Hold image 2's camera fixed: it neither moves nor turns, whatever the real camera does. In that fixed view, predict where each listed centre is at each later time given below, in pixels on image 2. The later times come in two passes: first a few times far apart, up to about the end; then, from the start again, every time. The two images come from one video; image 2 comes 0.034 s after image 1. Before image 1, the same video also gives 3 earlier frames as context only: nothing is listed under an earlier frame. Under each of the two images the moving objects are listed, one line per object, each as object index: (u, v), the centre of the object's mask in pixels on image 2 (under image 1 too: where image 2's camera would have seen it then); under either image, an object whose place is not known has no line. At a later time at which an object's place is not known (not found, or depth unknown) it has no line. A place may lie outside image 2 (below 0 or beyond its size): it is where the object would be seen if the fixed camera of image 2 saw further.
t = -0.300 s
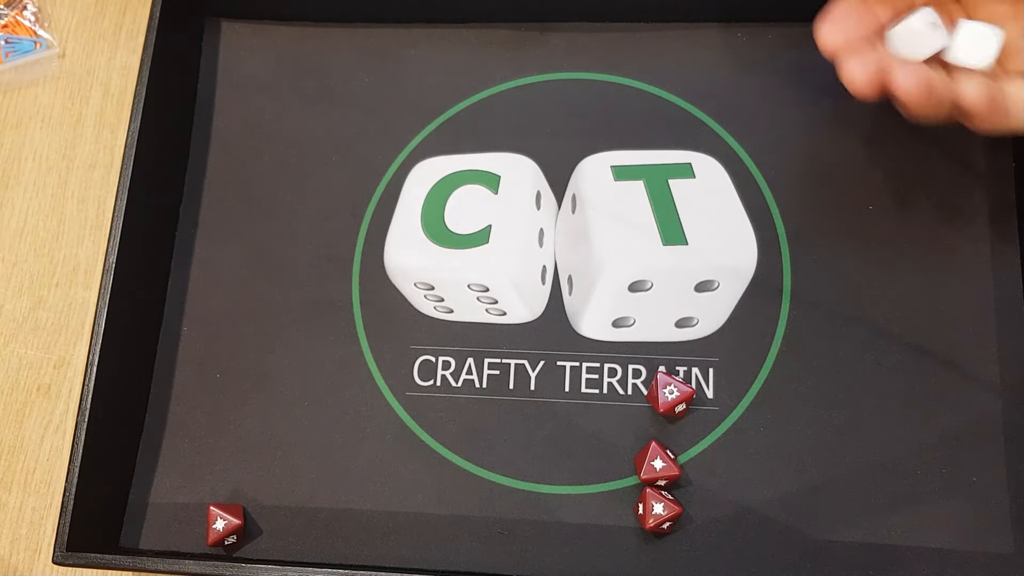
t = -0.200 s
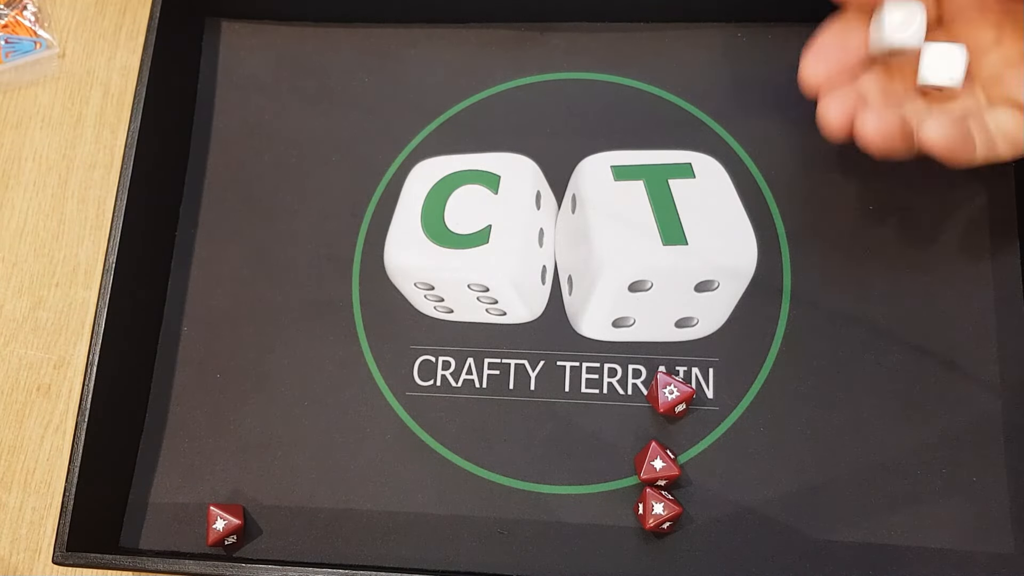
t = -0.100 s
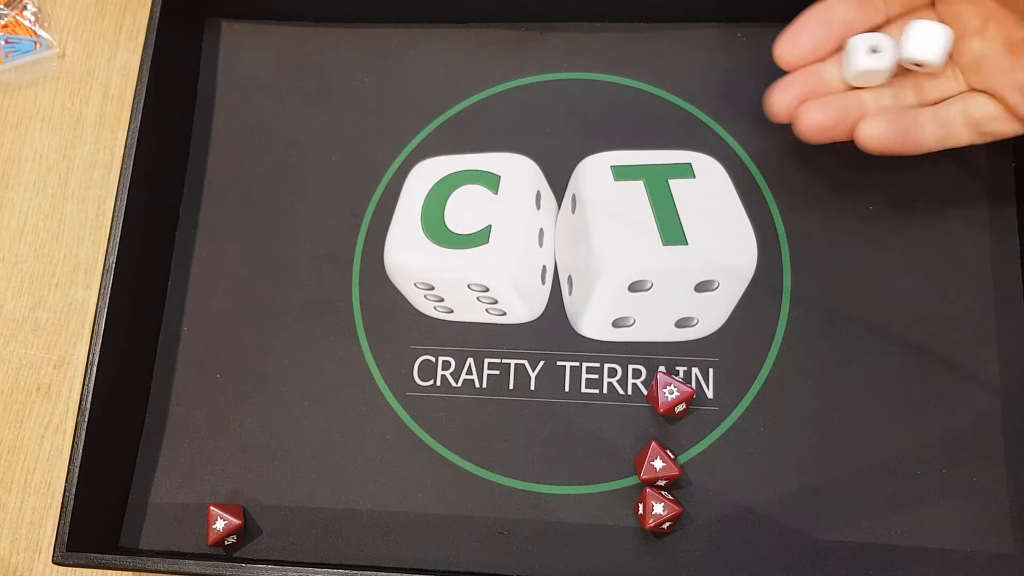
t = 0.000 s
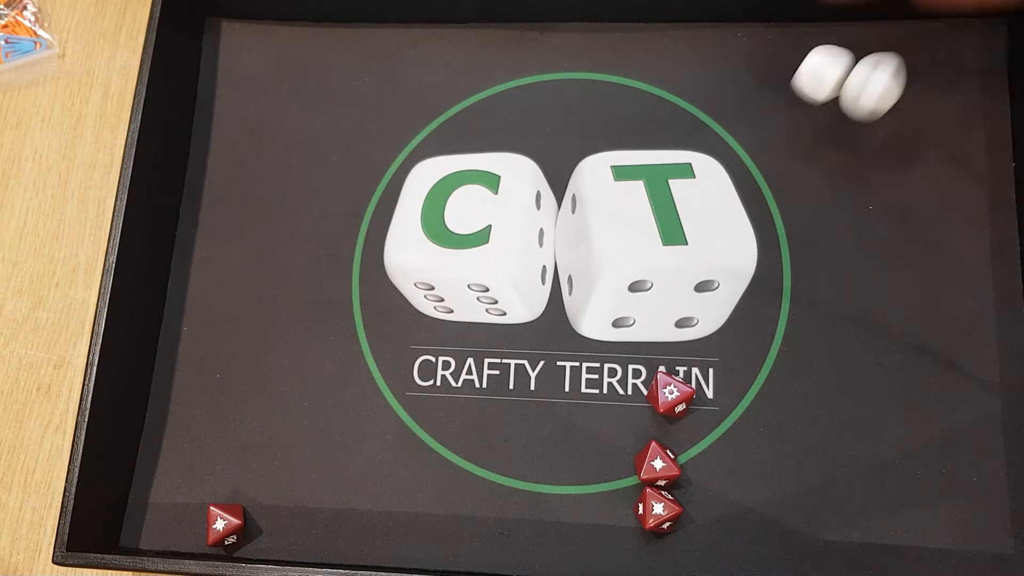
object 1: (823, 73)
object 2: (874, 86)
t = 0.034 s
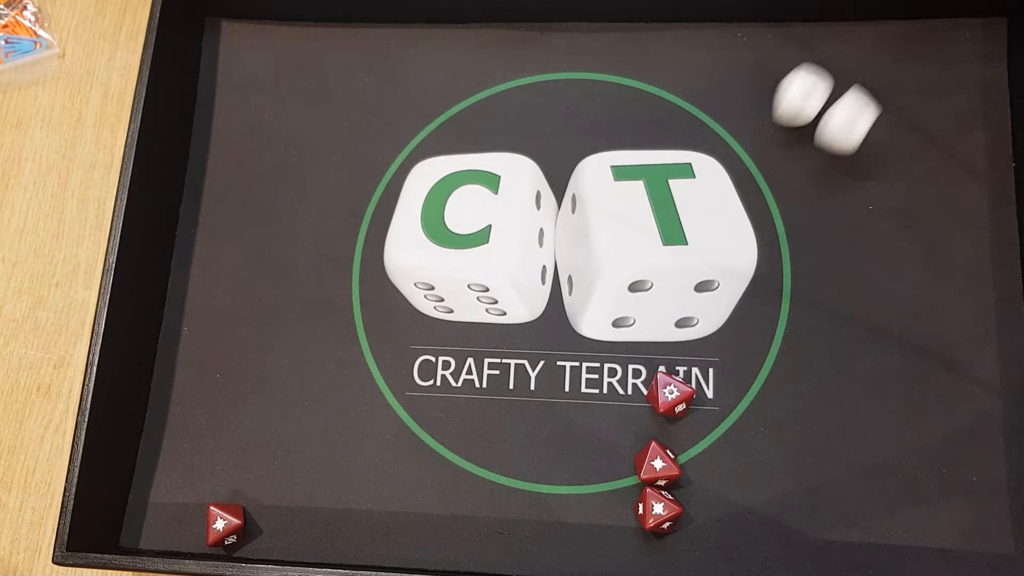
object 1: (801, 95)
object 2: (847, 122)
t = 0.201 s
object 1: (748, 187)
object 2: (793, 292)
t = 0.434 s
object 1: (637, 339)
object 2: (829, 472)
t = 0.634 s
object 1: (560, 431)
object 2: (847, 532)
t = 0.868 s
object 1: (549, 437)
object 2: (847, 532)
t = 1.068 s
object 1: (549, 437)
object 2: (847, 532)
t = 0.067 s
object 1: (784, 113)
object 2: (825, 157)
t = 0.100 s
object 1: (780, 118)
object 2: (818, 184)
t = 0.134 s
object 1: (772, 137)
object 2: (807, 217)
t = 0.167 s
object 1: (759, 164)
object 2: (791, 258)
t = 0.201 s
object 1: (748, 187)
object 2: (793, 292)
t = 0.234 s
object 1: (743, 205)
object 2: (795, 322)
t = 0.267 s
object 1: (737, 231)
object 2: (802, 348)
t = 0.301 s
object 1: (718, 256)
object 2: (808, 375)
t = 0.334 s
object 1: (698, 280)
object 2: (814, 403)
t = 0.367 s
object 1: (672, 296)
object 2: (816, 426)
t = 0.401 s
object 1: (654, 317)
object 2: (823, 454)
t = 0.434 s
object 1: (637, 339)
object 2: (829, 472)
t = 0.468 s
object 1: (627, 360)
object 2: (838, 494)
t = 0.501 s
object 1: (607, 380)
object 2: (844, 513)
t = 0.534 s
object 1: (593, 394)
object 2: (847, 526)
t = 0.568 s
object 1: (578, 412)
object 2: (850, 530)
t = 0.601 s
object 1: (568, 424)
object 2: (849, 532)
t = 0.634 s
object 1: (560, 431)
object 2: (847, 532)
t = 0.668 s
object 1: (554, 435)
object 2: (847, 532)
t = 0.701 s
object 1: (551, 435)
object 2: (847, 532)
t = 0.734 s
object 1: (549, 436)
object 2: (847, 532)
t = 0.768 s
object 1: (549, 437)
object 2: (847, 532)
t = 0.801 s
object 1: (549, 437)
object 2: (847, 532)
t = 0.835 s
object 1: (549, 437)
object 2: (847, 532)
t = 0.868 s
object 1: (549, 437)
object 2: (847, 532)
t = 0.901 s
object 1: (549, 437)
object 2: (847, 532)
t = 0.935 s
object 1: (549, 437)
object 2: (847, 532)
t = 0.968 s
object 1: (549, 437)
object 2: (847, 532)
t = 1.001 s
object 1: (549, 437)
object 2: (847, 532)
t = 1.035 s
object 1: (549, 437)
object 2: (847, 532)
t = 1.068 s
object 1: (549, 437)
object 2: (847, 532)
